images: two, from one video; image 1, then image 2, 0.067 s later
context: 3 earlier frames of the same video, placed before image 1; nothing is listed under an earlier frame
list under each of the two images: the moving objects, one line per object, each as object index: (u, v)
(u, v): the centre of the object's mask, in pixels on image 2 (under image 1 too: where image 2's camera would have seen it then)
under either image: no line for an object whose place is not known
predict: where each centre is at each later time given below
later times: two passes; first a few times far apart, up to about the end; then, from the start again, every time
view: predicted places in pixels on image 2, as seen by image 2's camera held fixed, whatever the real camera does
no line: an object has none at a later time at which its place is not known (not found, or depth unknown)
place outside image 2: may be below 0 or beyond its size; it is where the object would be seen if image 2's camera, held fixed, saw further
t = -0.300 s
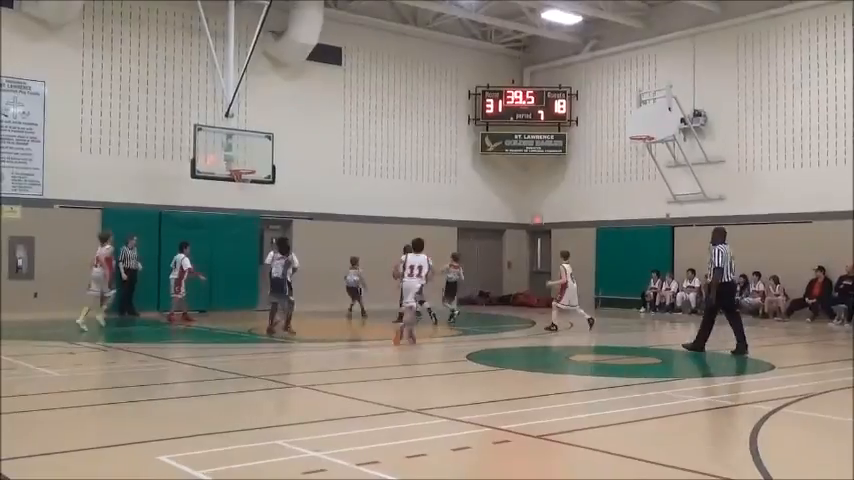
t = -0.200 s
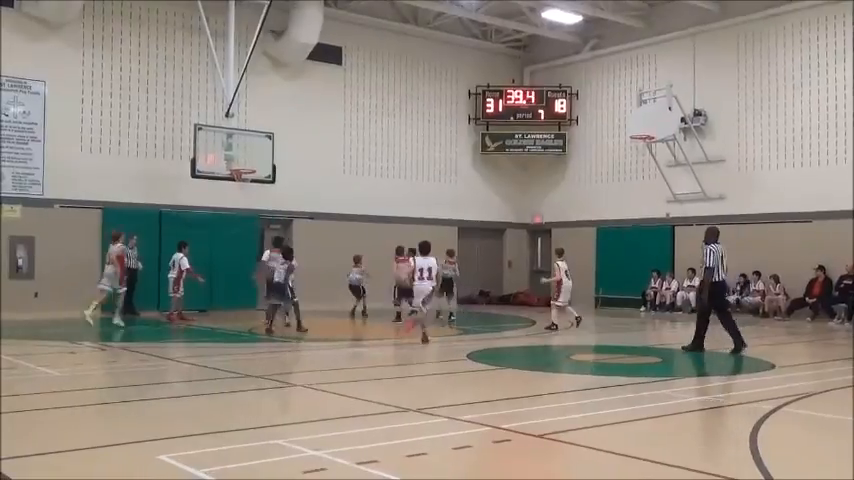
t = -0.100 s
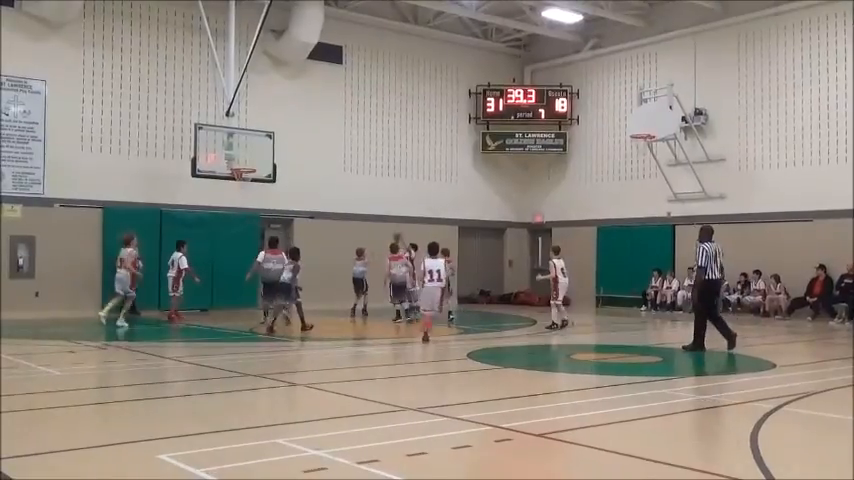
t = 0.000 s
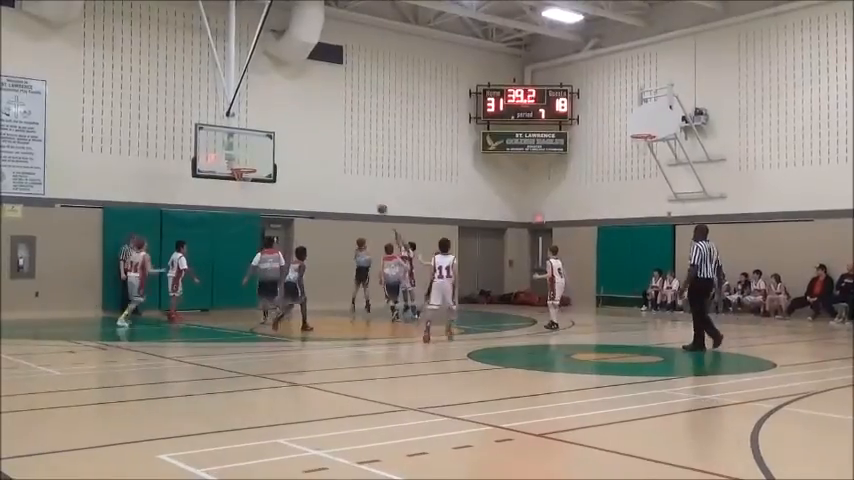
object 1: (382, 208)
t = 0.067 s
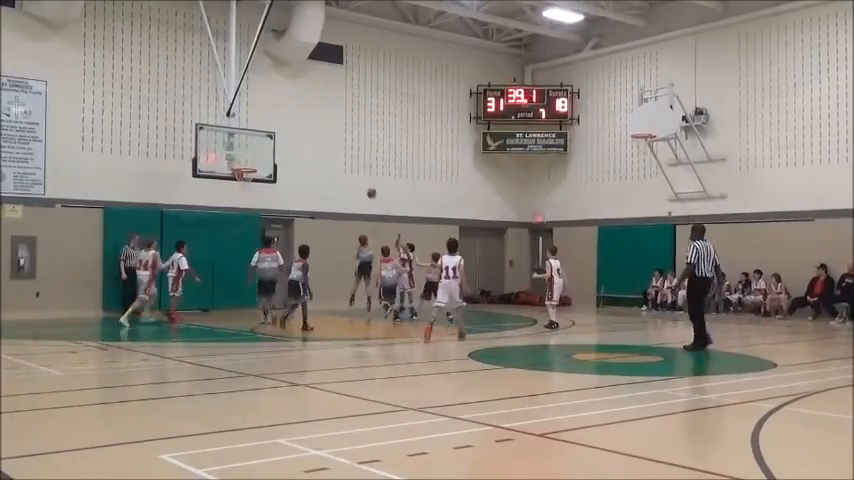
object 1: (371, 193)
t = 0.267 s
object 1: (338, 156)
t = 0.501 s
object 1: (299, 136)
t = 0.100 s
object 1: (366, 185)
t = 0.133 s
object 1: (360, 178)
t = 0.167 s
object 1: (355, 171)
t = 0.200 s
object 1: (349, 165)
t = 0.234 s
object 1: (344, 160)
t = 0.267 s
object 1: (338, 156)
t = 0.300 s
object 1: (333, 151)
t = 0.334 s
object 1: (327, 147)
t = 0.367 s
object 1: (322, 144)
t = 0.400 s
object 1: (316, 141)
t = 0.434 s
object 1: (310, 139)
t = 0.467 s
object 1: (305, 137)
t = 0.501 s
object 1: (299, 136)
